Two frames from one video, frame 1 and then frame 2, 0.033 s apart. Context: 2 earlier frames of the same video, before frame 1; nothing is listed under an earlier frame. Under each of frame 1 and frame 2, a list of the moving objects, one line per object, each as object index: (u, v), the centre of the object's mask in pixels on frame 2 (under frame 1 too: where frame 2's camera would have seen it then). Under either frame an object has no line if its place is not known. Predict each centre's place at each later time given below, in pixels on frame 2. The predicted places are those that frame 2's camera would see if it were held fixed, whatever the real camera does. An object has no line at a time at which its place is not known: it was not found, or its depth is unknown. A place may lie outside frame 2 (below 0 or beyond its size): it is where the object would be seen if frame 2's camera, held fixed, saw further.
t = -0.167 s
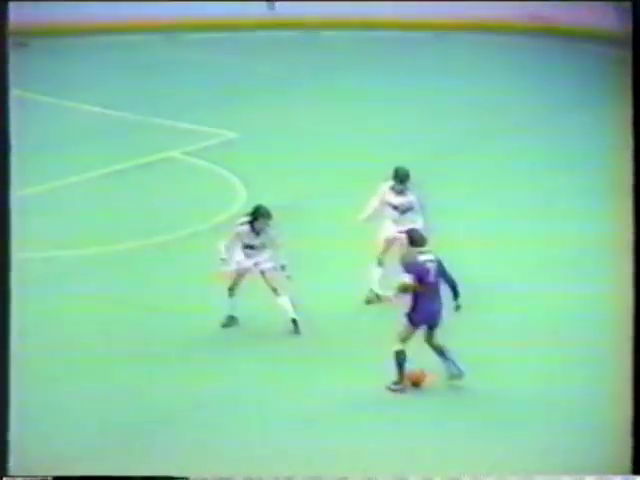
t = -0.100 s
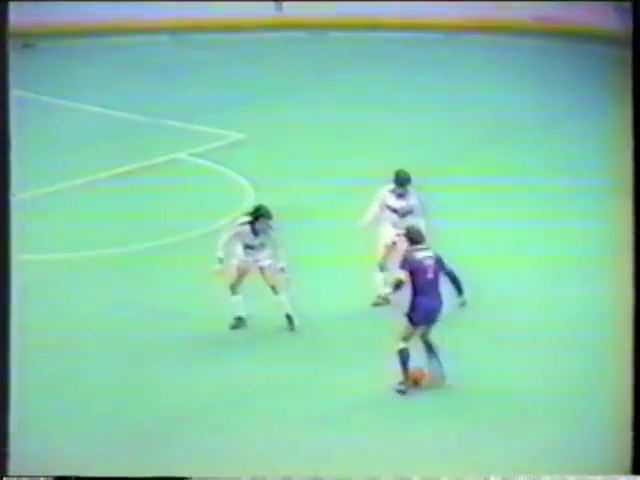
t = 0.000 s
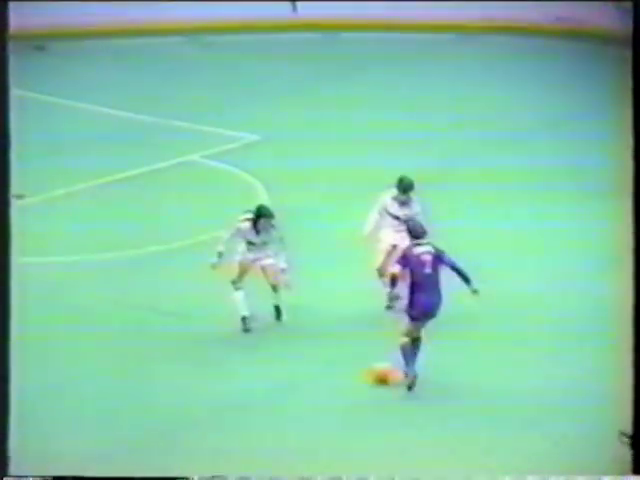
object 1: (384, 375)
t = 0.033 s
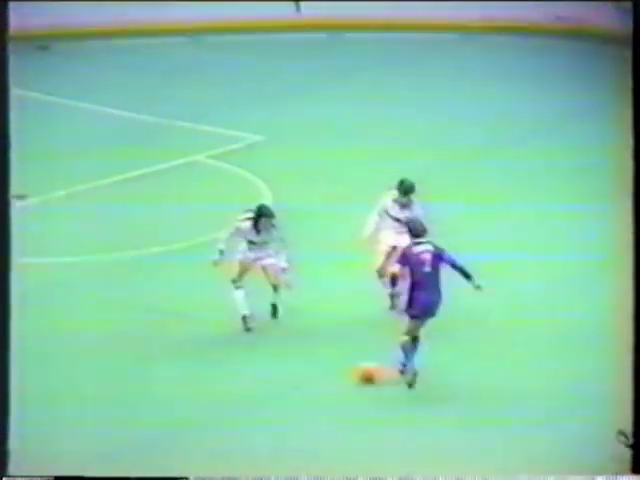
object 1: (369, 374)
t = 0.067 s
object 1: (355, 373)
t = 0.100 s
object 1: (342, 371)
